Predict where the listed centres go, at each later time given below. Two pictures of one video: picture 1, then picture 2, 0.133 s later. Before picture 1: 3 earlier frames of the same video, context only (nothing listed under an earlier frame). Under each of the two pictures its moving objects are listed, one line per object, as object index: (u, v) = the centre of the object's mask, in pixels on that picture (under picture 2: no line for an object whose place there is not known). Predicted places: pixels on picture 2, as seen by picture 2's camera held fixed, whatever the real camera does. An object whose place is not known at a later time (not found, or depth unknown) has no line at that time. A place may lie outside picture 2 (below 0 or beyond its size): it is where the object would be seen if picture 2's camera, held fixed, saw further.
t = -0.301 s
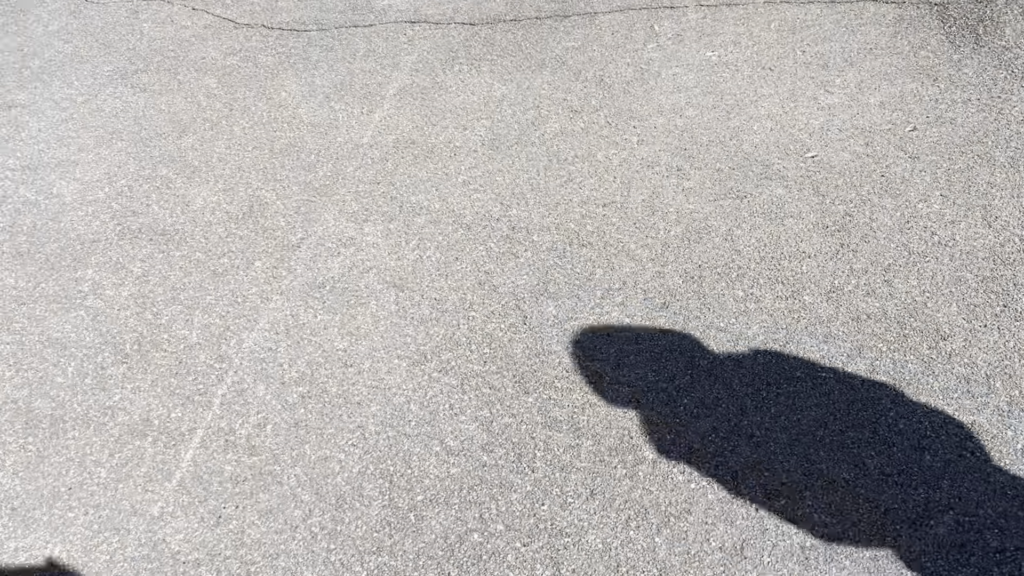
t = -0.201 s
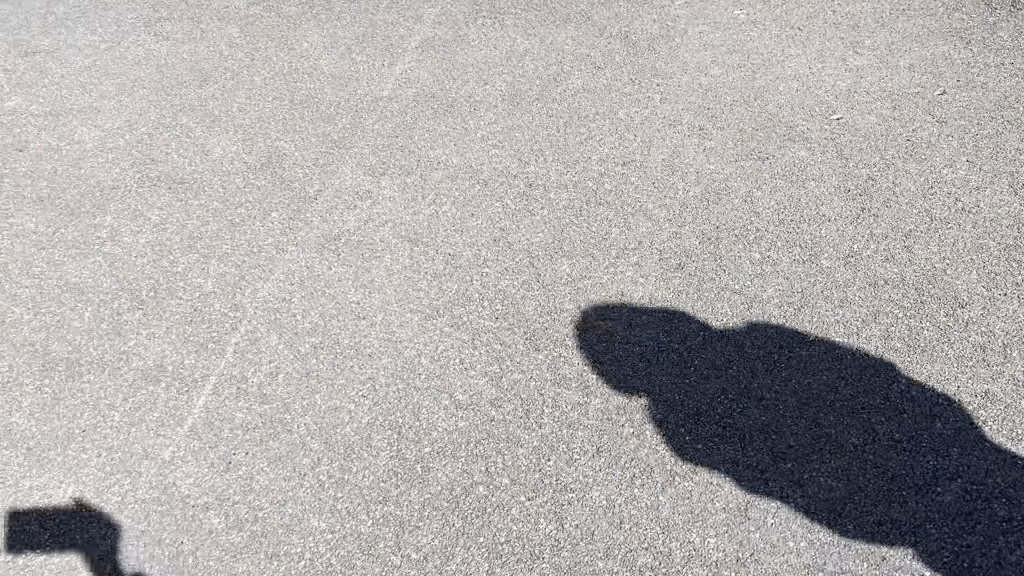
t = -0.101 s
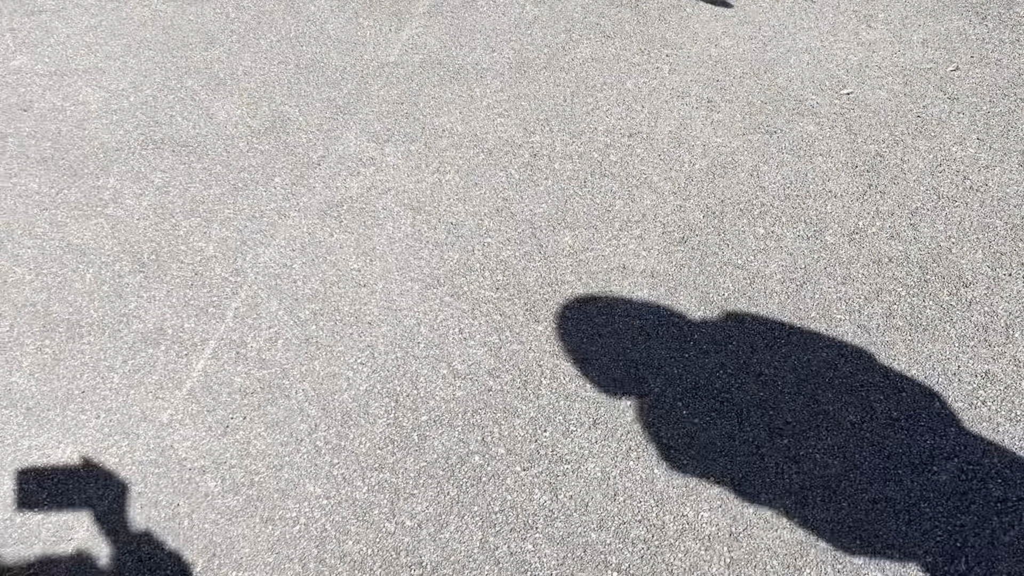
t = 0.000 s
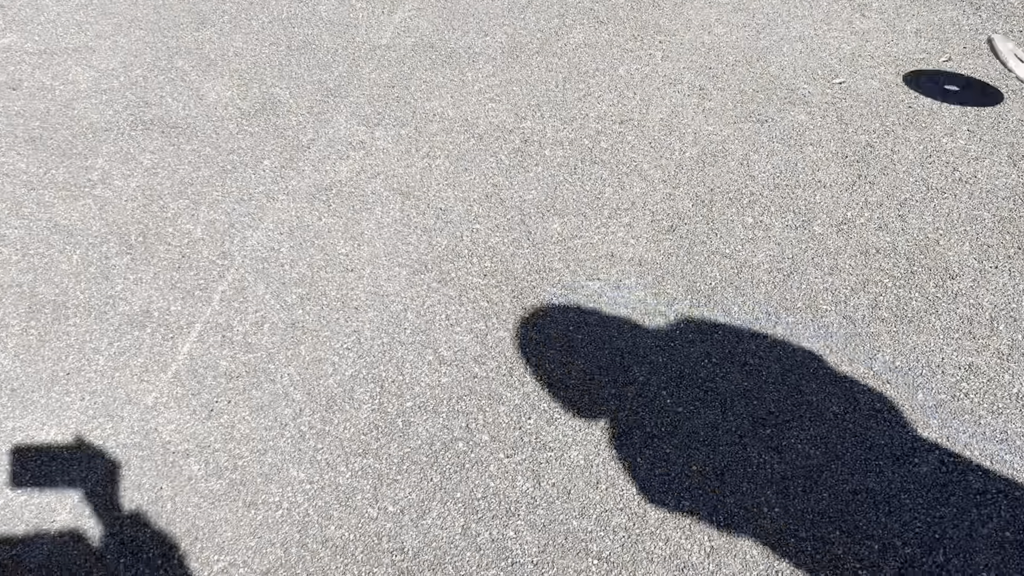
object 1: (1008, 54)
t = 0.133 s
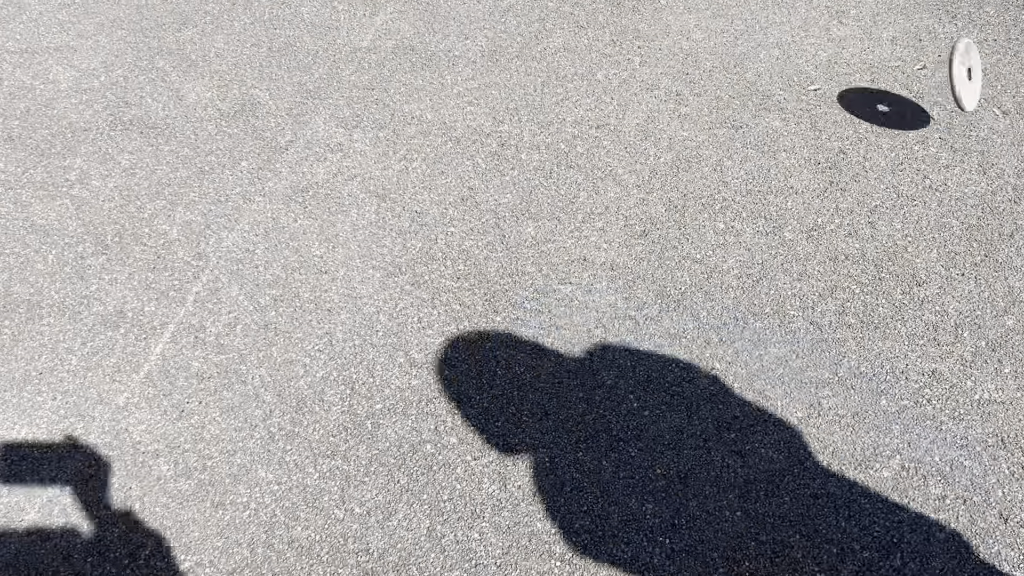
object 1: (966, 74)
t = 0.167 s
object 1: (962, 72)
